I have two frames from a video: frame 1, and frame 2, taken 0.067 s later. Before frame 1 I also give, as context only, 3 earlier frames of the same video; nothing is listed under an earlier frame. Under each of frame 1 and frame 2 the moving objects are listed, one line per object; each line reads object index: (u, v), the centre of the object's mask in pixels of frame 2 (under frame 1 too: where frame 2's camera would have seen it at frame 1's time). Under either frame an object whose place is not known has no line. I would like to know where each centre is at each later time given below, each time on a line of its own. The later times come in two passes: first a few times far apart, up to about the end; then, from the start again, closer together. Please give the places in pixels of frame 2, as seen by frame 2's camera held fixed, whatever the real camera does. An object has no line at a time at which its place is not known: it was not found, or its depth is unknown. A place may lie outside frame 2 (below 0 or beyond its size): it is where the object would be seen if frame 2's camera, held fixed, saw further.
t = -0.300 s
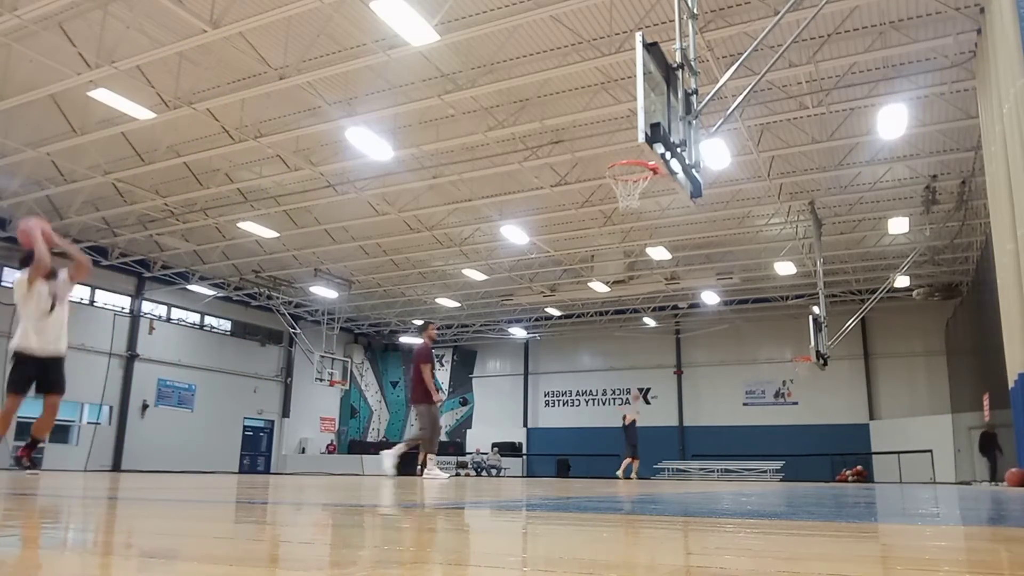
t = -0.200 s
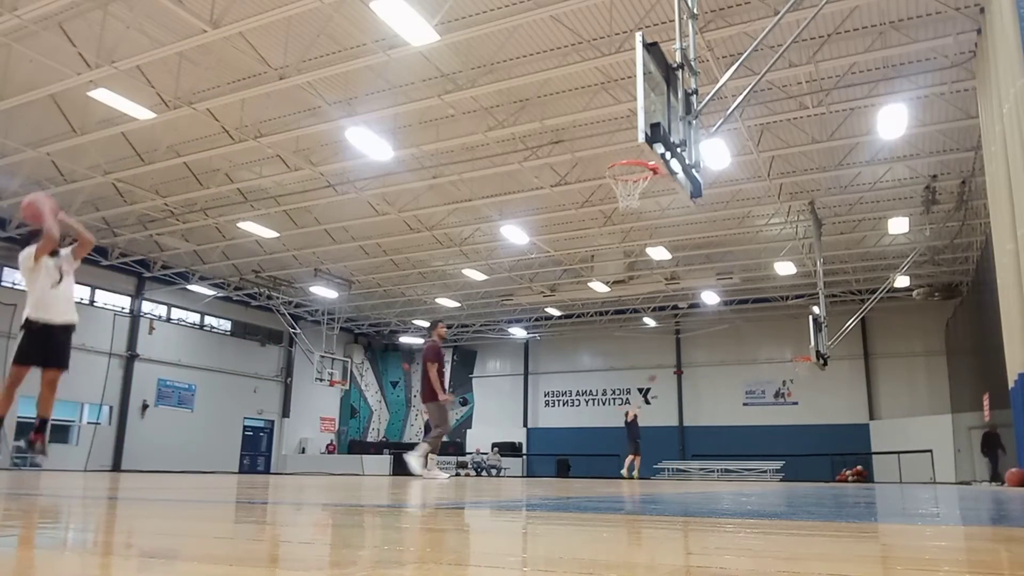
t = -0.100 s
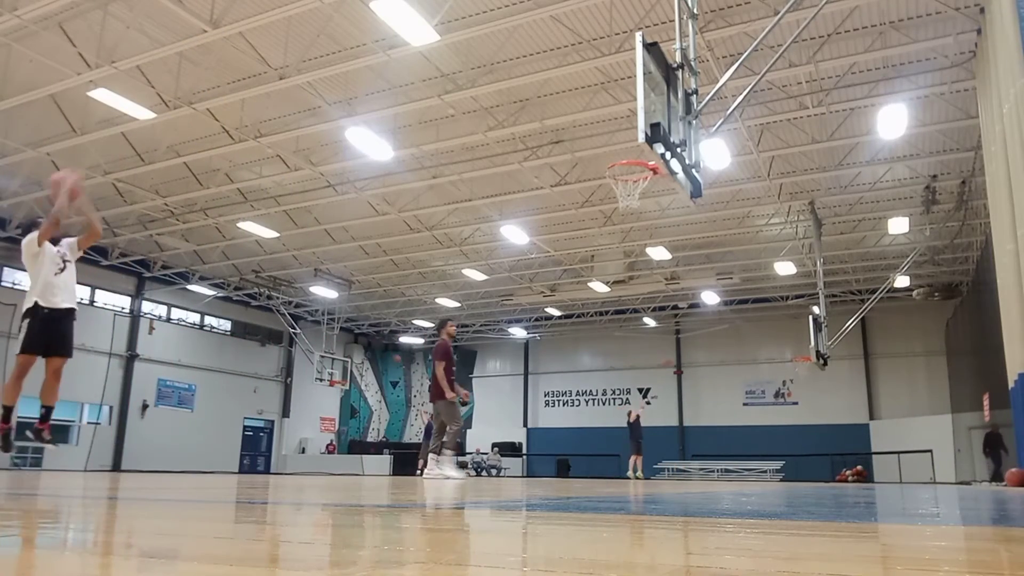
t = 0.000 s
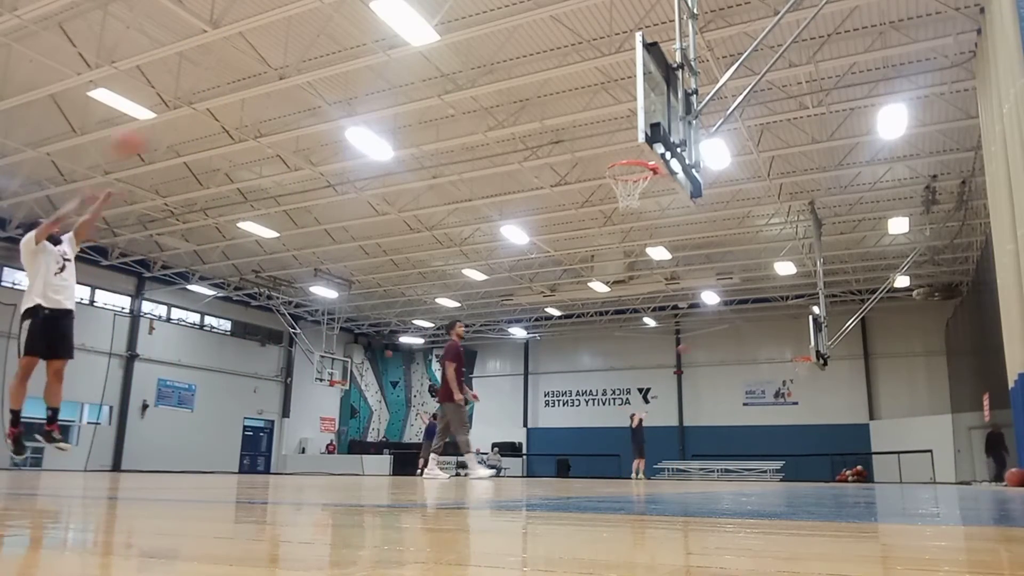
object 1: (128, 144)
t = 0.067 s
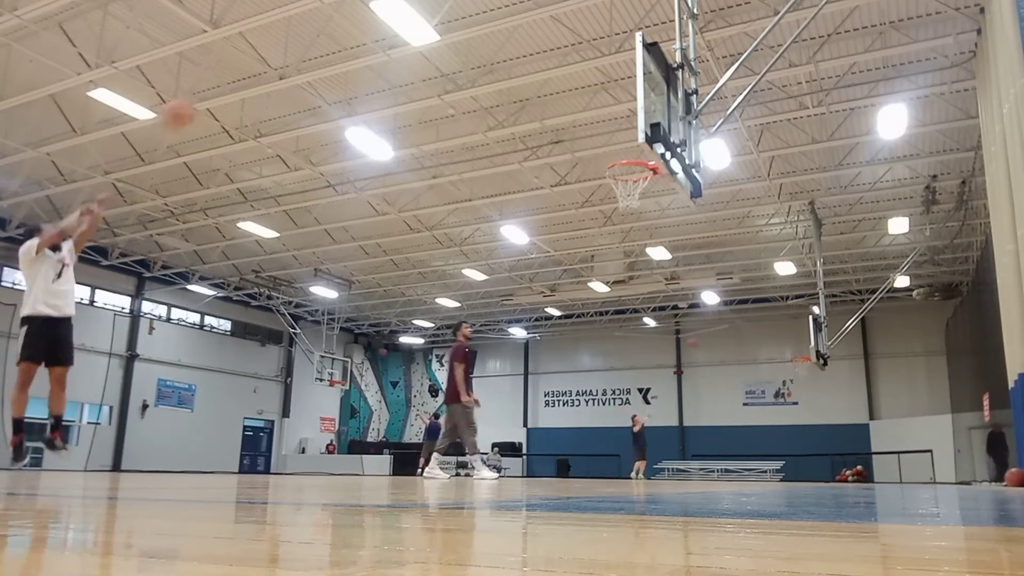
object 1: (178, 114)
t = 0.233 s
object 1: (288, 67)
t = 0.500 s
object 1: (435, 58)
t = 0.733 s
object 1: (548, 101)
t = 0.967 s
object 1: (646, 188)
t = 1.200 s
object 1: (638, 268)
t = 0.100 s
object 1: (202, 102)
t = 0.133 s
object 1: (223, 91)
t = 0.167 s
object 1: (245, 82)
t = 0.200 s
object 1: (268, 74)
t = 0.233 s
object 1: (288, 67)
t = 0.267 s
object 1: (309, 62)
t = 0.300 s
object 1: (327, 58)
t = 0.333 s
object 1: (346, 55)
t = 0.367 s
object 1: (364, 54)
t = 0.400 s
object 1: (383, 53)
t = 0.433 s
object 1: (401, 55)
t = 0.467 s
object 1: (420, 58)
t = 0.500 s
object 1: (435, 58)
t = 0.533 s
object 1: (451, 61)
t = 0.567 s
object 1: (468, 65)
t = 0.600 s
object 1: (486, 71)
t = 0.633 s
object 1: (501, 76)
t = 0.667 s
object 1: (517, 84)
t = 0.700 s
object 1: (532, 93)
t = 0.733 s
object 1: (548, 101)
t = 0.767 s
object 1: (563, 111)
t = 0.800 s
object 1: (579, 122)
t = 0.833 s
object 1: (593, 133)
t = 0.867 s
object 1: (609, 147)
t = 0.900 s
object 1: (623, 155)
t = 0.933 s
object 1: (646, 183)
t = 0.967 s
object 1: (646, 188)
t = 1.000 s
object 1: (644, 198)
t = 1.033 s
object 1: (644, 207)
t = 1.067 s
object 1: (643, 217)
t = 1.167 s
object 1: (638, 256)
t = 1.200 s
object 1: (638, 268)
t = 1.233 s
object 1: (638, 283)
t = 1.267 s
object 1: (637, 300)
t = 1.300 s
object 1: (635, 317)
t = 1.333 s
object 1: (636, 338)
